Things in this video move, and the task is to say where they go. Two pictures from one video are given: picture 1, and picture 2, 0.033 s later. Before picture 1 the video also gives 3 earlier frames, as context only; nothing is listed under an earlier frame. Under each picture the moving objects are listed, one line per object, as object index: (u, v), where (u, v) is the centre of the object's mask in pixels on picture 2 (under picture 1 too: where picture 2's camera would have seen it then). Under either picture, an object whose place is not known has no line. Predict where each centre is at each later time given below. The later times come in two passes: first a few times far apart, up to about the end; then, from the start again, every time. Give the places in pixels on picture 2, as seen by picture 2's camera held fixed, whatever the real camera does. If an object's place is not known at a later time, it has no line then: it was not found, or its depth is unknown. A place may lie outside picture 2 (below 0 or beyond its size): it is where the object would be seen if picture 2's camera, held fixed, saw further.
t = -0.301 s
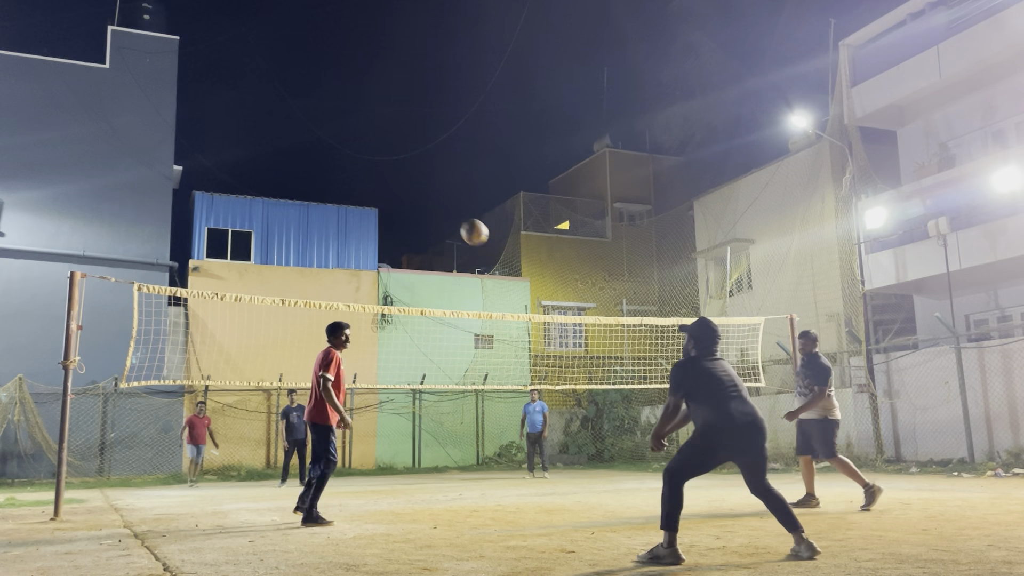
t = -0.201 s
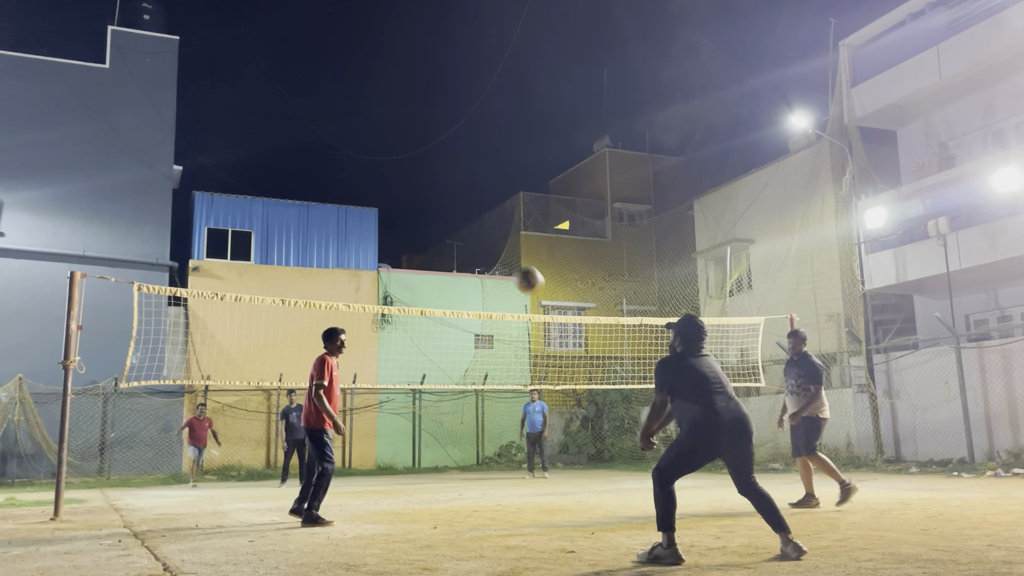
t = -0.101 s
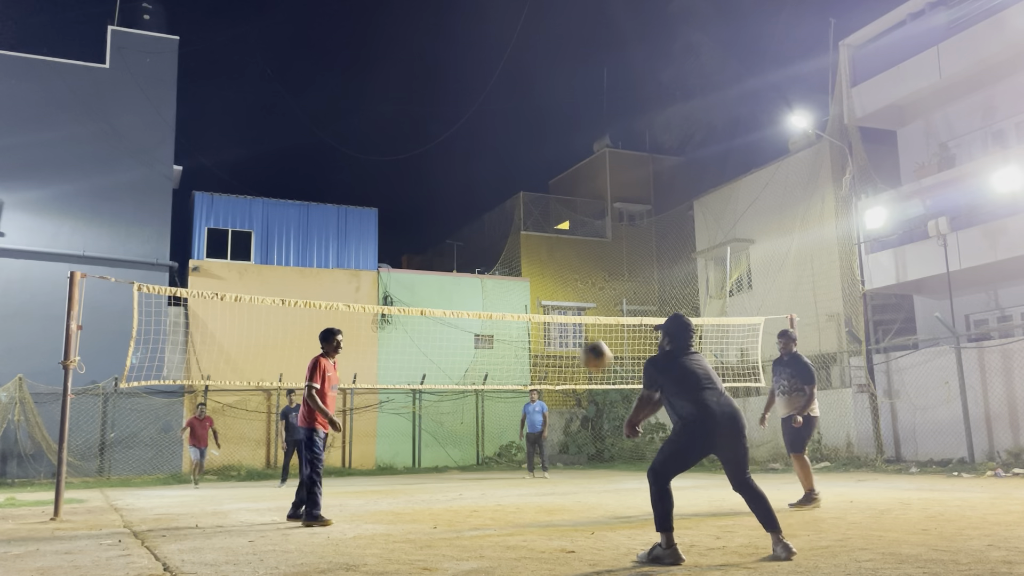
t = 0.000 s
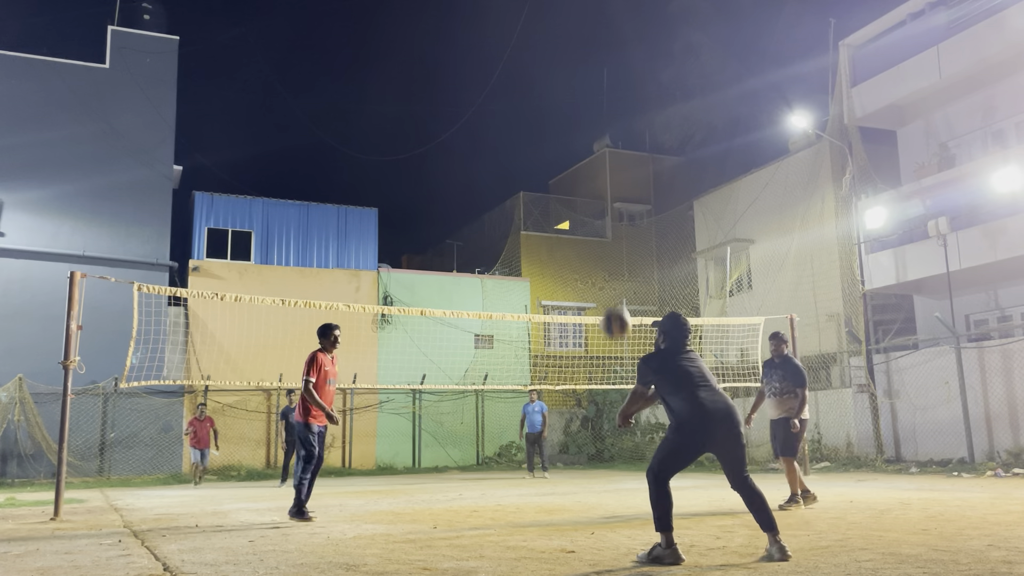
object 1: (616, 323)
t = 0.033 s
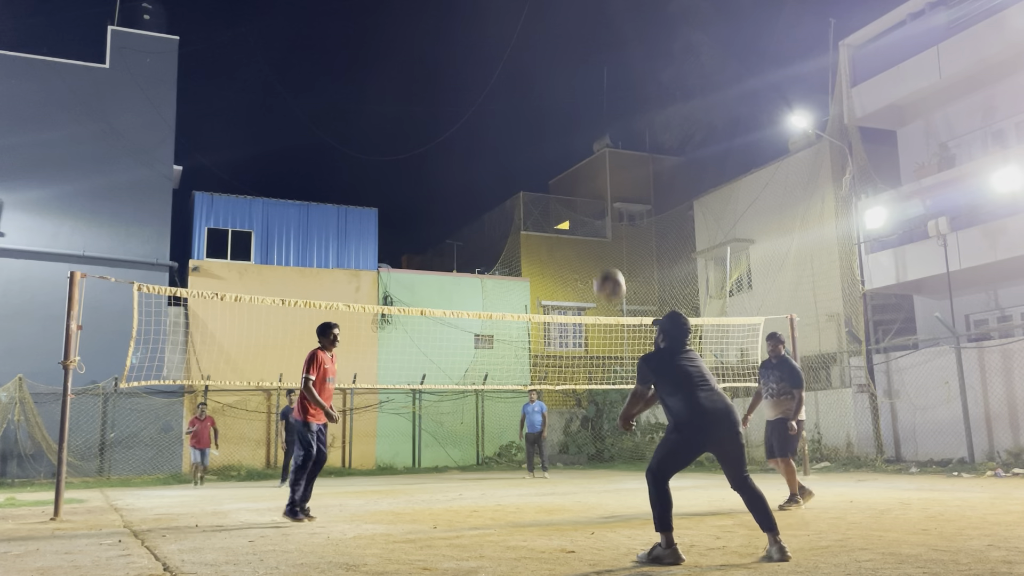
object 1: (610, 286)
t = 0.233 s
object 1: (586, 124)
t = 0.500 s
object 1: (567, 18)
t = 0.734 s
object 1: (556, 5)
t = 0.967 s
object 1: (549, 32)
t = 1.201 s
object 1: (544, 111)
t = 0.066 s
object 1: (605, 253)
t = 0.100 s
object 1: (600, 221)
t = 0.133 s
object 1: (597, 194)
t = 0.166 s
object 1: (593, 168)
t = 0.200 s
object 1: (589, 144)
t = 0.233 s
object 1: (586, 124)
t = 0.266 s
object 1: (583, 105)
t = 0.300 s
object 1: (580, 86)
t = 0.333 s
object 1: (577, 71)
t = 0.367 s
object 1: (575, 57)
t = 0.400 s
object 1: (573, 45)
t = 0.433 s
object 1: (571, 34)
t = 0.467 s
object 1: (569, 25)
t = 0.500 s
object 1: (567, 18)
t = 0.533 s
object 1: (565, 12)
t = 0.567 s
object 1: (563, 9)
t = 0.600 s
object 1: (562, 7)
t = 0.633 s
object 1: (560, 5)
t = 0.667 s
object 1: (559, 5)
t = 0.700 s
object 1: (557, 4)
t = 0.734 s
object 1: (556, 5)
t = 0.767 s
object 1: (555, 6)
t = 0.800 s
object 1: (554, 7)
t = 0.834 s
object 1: (553, 9)
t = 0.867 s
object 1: (552, 12)
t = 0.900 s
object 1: (551, 17)
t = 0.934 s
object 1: (550, 24)
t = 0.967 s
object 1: (549, 32)
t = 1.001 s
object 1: (548, 41)
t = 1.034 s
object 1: (547, 51)
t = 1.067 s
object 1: (547, 61)
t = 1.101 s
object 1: (546, 72)
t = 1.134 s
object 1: (545, 84)
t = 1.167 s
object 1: (545, 97)
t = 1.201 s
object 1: (544, 111)
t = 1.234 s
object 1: (543, 125)
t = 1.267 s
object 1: (543, 141)
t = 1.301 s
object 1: (542, 157)
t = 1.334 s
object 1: (541, 174)
